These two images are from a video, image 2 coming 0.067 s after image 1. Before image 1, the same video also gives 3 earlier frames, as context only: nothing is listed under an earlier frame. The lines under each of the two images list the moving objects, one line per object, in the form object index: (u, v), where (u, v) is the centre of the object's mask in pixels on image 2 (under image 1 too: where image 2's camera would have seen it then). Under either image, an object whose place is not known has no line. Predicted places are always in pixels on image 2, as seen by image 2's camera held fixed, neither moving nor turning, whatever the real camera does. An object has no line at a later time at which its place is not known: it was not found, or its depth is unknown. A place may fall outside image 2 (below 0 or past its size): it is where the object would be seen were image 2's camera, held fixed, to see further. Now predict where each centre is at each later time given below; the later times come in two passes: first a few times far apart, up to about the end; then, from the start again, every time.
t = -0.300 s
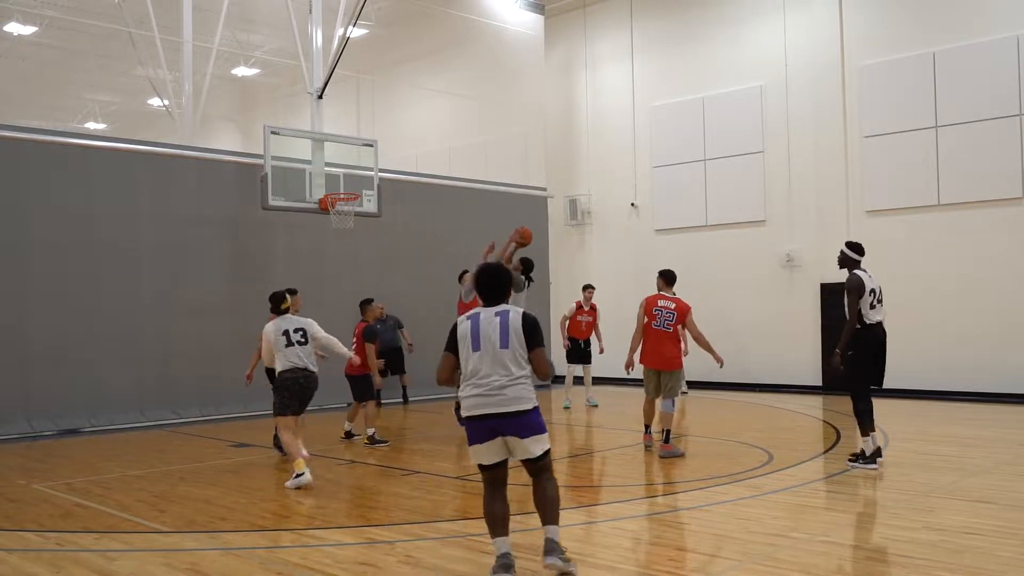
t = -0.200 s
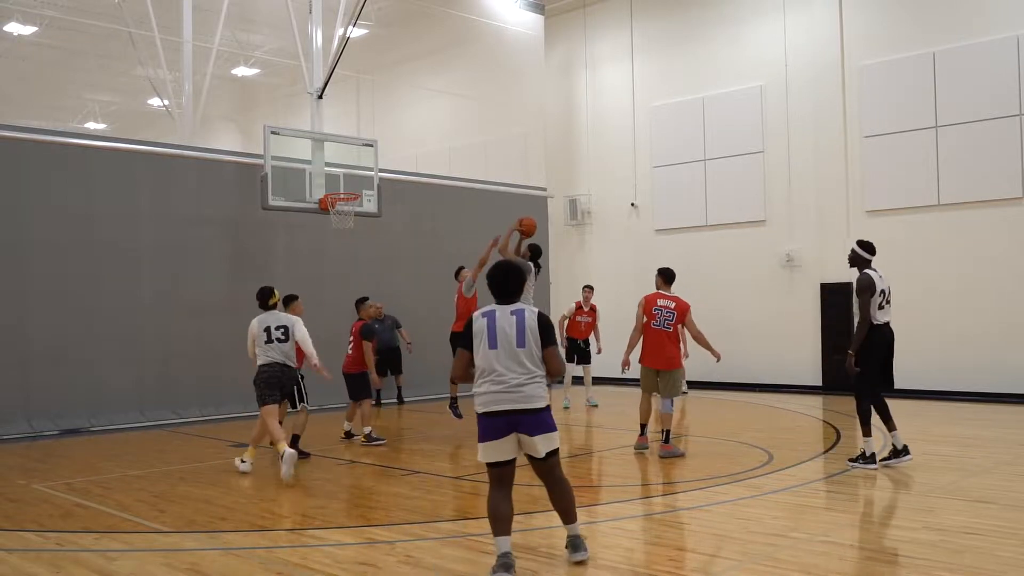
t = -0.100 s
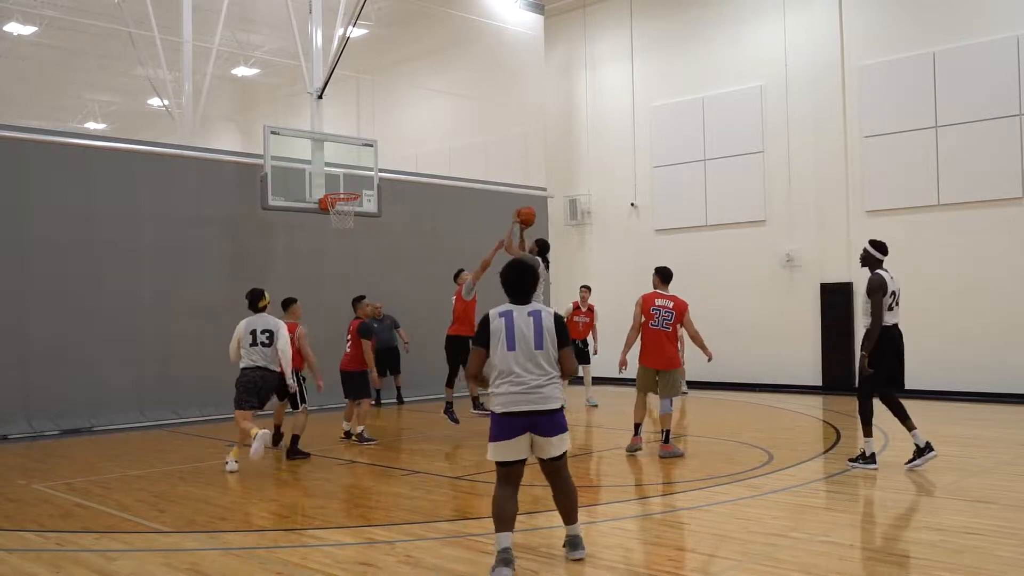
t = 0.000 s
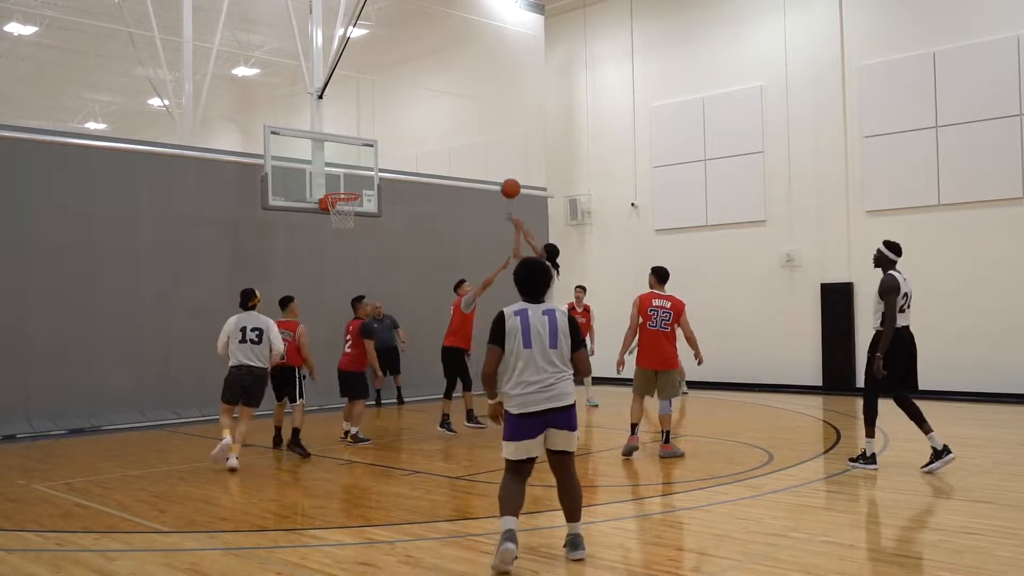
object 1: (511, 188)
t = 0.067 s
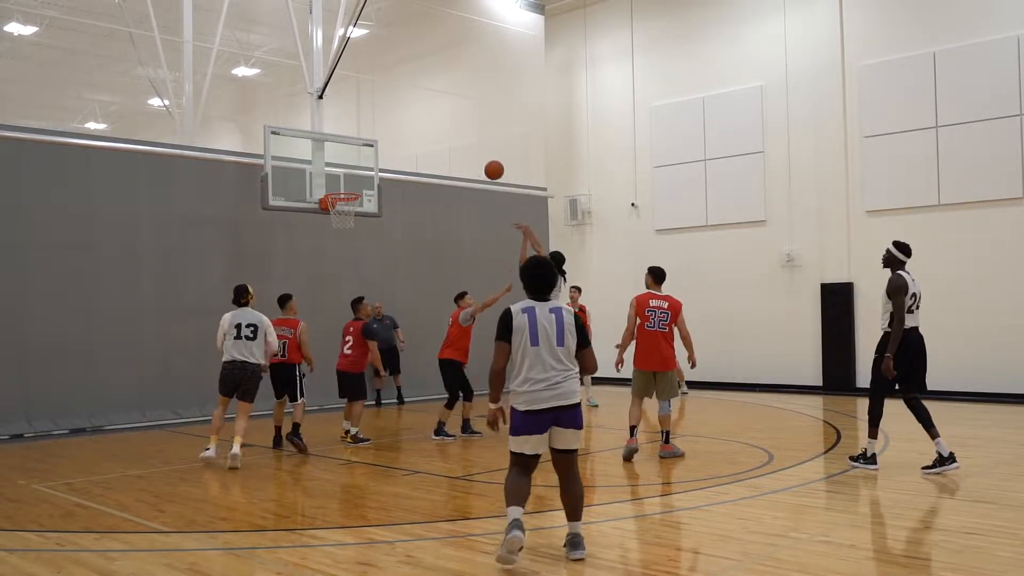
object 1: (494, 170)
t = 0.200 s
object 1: (463, 145)
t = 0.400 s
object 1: (419, 136)
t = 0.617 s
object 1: (377, 159)
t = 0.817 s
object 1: (344, 208)
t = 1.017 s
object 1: (325, 241)
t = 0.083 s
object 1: (490, 166)
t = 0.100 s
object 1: (486, 162)
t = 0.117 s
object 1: (482, 159)
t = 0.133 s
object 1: (478, 156)
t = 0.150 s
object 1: (474, 153)
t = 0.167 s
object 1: (470, 150)
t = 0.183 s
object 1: (466, 148)
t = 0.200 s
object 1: (463, 145)
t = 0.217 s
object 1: (459, 143)
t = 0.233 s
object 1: (455, 141)
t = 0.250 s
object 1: (451, 140)
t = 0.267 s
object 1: (448, 139)
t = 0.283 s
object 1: (444, 138)
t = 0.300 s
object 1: (440, 137)
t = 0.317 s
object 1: (437, 136)
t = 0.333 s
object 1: (433, 135)
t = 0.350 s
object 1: (430, 135)
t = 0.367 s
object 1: (426, 135)
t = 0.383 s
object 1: (423, 135)
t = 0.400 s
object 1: (419, 136)
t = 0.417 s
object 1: (416, 136)
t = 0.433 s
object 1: (412, 137)
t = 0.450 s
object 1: (409, 138)
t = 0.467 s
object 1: (406, 139)
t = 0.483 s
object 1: (402, 141)
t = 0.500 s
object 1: (399, 142)
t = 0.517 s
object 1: (396, 144)
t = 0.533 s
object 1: (393, 146)
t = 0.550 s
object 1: (389, 148)
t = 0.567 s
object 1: (386, 151)
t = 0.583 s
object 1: (383, 153)
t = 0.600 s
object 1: (380, 156)
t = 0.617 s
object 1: (377, 159)
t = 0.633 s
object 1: (374, 162)
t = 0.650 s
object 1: (370, 165)
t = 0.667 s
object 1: (367, 169)
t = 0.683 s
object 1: (364, 172)
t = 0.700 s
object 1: (361, 176)
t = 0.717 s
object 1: (358, 180)
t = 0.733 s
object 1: (355, 184)
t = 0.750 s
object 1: (352, 188)
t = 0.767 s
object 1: (350, 194)
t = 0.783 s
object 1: (346, 198)
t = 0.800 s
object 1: (345, 204)
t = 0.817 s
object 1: (344, 208)
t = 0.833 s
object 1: (340, 209)
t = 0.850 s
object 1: (336, 213)
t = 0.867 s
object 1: (335, 215)
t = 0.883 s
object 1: (334, 216)
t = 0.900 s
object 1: (333, 217)
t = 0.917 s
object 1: (332, 220)
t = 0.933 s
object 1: (331, 225)
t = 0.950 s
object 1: (329, 227)
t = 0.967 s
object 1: (328, 230)
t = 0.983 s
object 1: (327, 234)
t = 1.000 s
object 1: (326, 237)
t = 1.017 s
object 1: (325, 241)
